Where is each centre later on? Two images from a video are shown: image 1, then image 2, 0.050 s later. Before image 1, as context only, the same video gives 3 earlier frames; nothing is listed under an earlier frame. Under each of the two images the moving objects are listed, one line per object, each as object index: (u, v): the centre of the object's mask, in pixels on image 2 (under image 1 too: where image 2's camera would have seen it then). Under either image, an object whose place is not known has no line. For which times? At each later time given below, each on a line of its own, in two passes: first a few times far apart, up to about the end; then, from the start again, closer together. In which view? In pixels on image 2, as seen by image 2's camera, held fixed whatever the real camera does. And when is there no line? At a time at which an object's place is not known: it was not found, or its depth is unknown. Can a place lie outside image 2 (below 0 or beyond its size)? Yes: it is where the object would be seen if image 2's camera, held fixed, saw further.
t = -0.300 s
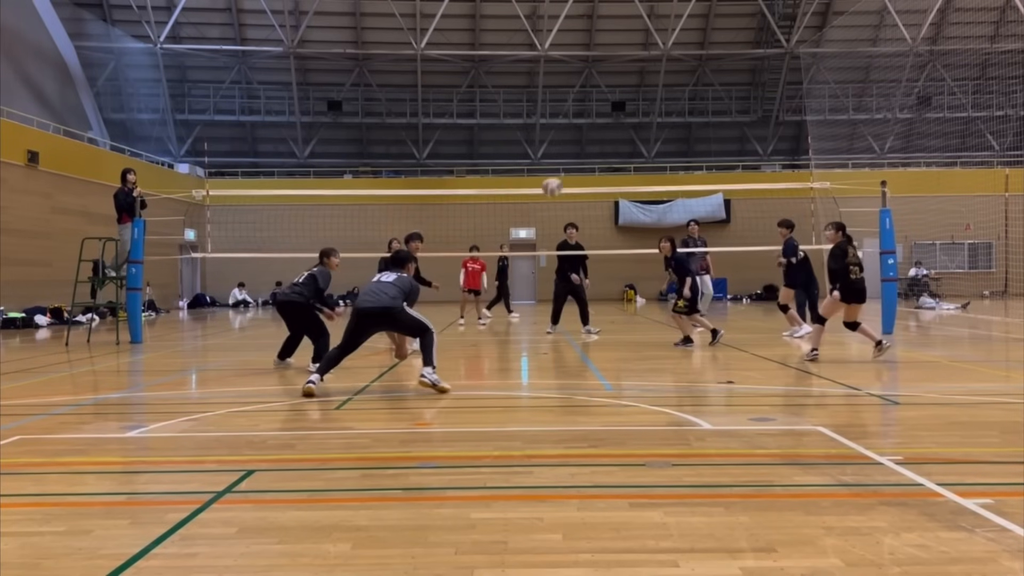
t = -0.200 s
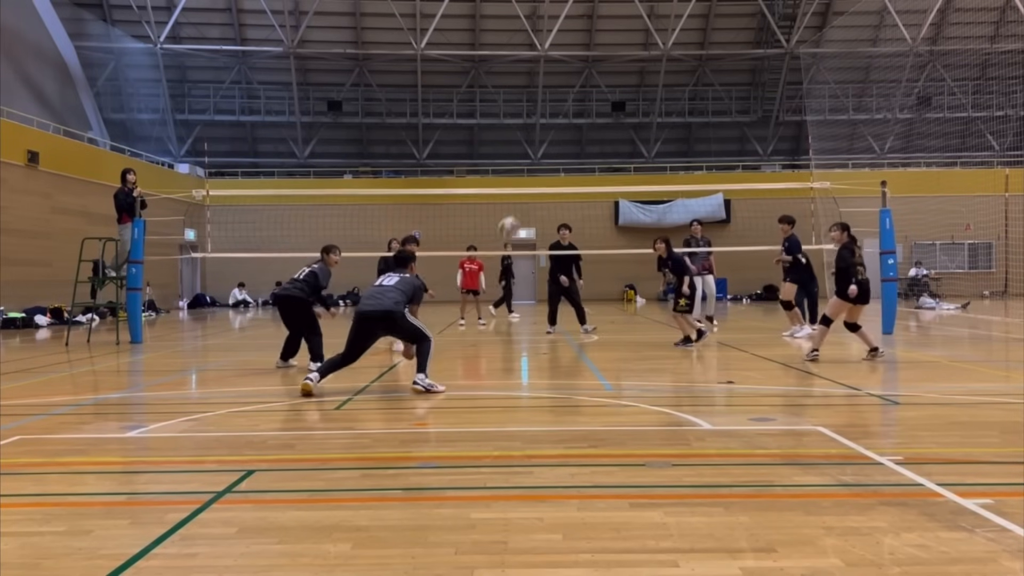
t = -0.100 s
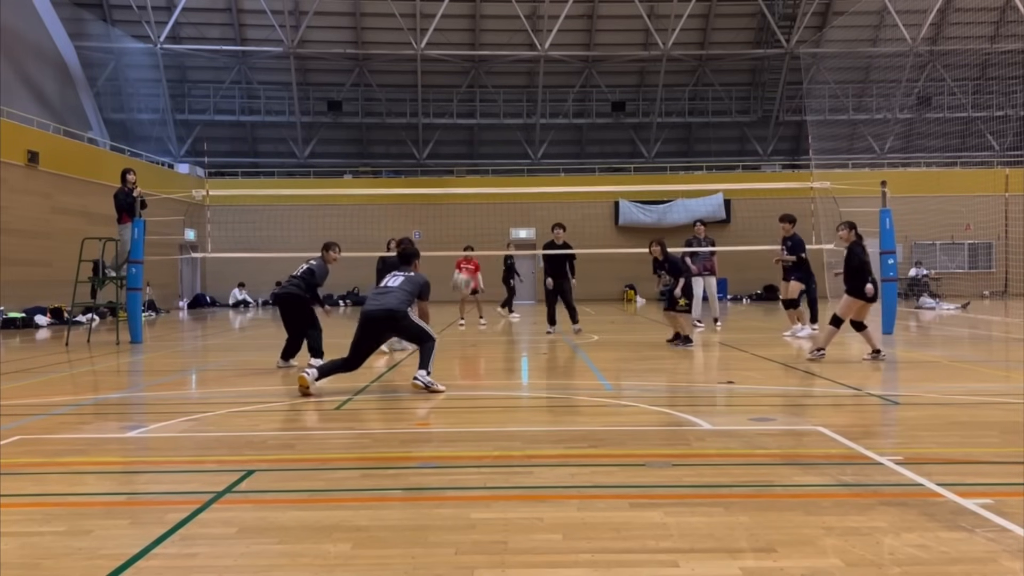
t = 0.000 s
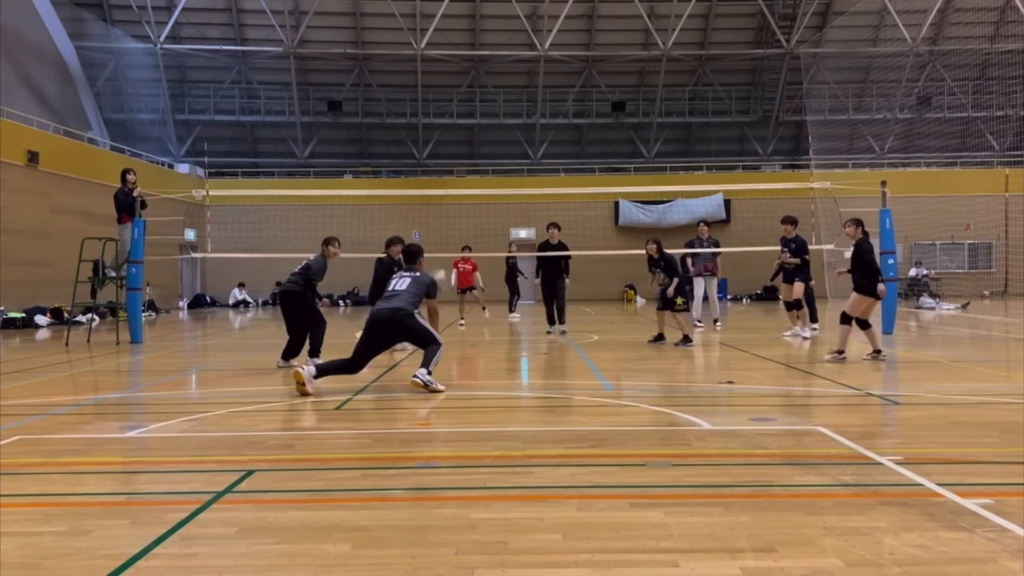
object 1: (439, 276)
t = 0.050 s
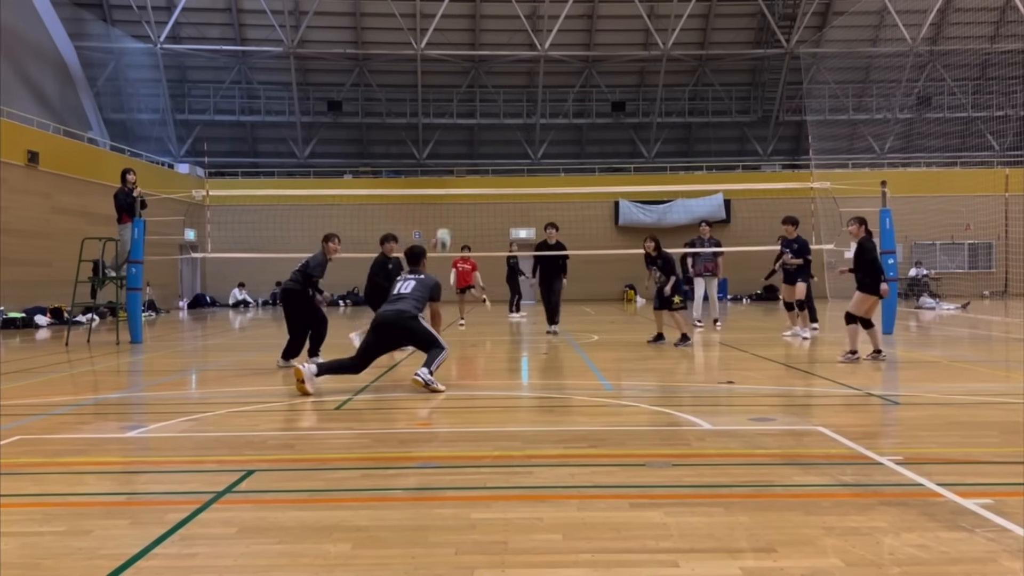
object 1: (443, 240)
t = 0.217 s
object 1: (451, 133)
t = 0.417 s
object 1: (458, 50)
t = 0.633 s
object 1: (463, 10)
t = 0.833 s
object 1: (467, 11)
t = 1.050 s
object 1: (471, 47)
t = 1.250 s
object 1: (474, 106)
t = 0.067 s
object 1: (445, 229)
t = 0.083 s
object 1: (444, 215)
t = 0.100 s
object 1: (445, 203)
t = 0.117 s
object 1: (446, 192)
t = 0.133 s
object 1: (446, 181)
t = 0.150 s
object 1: (448, 169)
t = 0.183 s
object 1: (449, 151)
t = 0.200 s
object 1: (450, 141)
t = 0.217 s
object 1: (451, 133)
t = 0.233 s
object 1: (451, 124)
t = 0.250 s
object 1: (452, 115)
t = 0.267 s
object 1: (452, 107)
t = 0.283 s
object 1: (453, 100)
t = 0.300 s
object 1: (454, 92)
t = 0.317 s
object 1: (454, 85)
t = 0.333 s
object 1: (455, 79)
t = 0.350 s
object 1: (455, 73)
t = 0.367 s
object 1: (456, 66)
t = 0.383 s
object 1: (457, 61)
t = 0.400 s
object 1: (457, 55)
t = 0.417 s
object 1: (458, 50)
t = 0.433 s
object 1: (458, 45)
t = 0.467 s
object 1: (459, 37)
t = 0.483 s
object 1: (459, 33)
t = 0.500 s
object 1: (460, 28)
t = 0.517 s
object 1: (460, 25)
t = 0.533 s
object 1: (461, 23)
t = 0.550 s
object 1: (461, 20)
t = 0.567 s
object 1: (462, 18)
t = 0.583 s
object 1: (462, 15)
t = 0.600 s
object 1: (463, 13)
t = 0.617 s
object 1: (463, 12)
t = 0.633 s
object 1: (463, 10)
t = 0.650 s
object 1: (463, 9)
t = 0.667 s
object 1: (464, 9)
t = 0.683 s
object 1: (464, 8)
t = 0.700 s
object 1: (464, 8)
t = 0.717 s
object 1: (465, 8)
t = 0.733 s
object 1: (465, 8)
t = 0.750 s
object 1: (466, 8)
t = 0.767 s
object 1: (466, 8)
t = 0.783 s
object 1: (467, 9)
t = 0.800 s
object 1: (467, 9)
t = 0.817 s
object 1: (467, 10)
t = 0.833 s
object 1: (467, 11)
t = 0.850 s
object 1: (468, 12)
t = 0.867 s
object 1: (468, 15)
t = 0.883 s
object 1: (468, 17)
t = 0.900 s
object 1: (468, 19)
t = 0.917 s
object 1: (469, 22)
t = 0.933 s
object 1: (469, 24)
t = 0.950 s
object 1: (469, 27)
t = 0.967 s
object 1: (469, 29)
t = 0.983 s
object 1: (470, 33)
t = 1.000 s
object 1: (470, 36)
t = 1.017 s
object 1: (470, 40)
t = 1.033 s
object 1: (471, 43)
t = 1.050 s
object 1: (471, 47)
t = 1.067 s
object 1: (471, 51)
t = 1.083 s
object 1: (471, 55)
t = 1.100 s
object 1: (471, 60)
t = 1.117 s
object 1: (472, 64)
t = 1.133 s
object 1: (472, 69)
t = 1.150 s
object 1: (472, 74)
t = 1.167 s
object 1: (472, 78)
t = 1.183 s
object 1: (473, 84)
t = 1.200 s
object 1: (473, 89)
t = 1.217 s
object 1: (473, 94)
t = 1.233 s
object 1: (473, 100)
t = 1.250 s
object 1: (474, 106)
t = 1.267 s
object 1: (474, 111)
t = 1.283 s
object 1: (474, 117)
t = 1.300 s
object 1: (475, 124)
